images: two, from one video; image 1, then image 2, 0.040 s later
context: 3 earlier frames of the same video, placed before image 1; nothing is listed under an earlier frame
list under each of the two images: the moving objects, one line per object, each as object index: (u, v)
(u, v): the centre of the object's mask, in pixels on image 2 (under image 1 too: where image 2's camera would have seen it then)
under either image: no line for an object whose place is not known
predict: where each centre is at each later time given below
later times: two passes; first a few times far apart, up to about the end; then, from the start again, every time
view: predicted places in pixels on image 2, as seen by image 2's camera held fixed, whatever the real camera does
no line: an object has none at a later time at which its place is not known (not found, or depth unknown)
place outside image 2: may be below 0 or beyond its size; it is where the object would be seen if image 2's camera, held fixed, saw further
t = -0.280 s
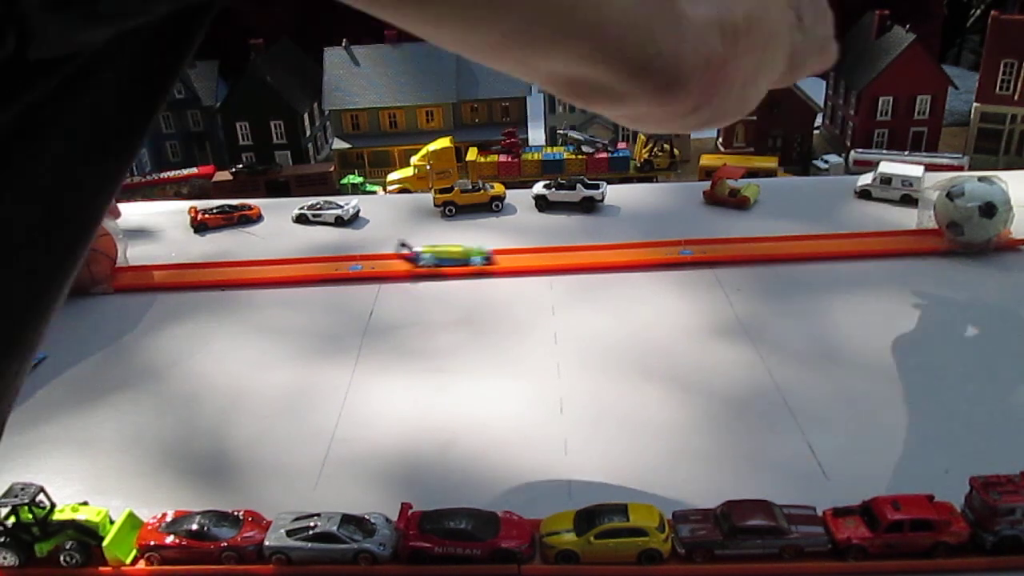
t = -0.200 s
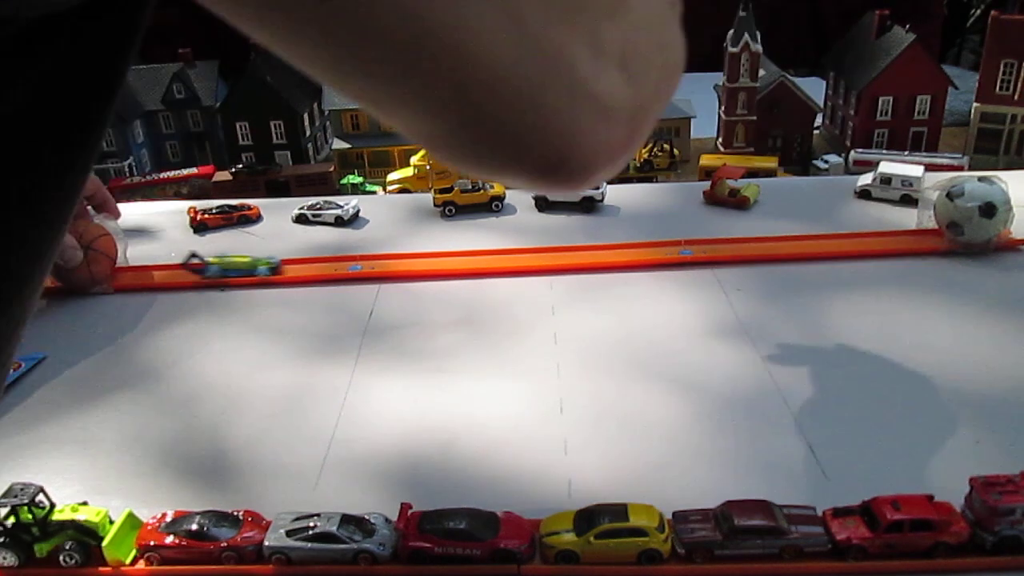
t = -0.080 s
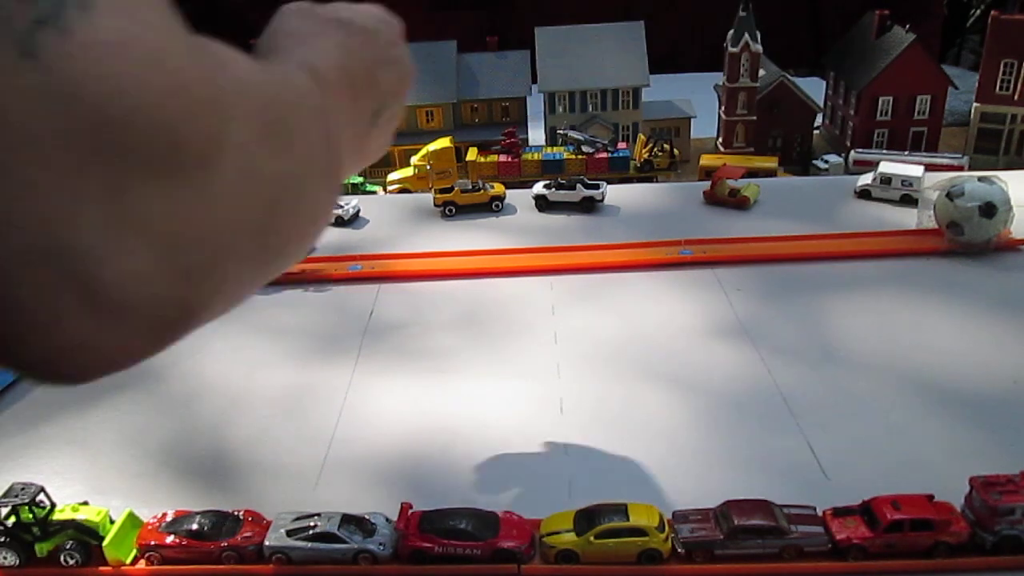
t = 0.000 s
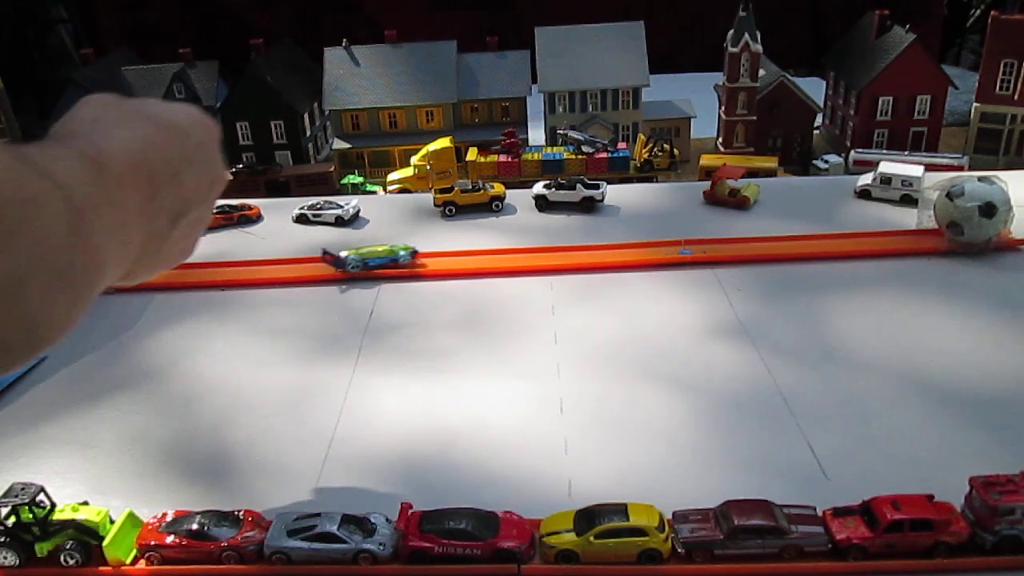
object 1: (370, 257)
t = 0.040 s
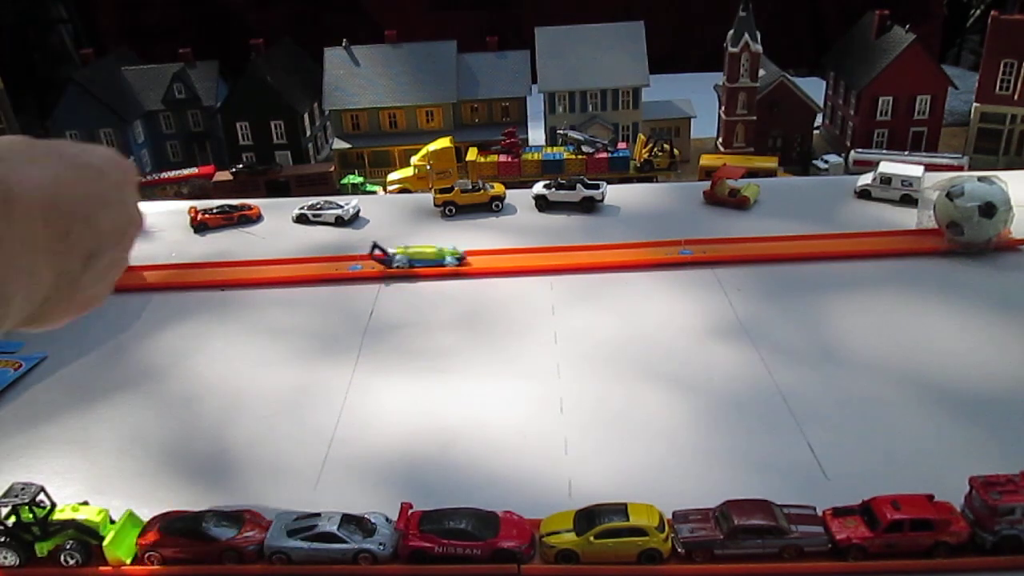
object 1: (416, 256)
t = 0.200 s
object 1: (598, 248)
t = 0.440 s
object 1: (844, 237)
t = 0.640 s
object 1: (834, 237)
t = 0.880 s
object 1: (742, 241)
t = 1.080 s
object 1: (690, 243)
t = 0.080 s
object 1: (463, 254)
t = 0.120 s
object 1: (509, 253)
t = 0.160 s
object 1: (554, 250)
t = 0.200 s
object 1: (598, 248)
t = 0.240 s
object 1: (642, 246)
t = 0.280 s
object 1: (683, 243)
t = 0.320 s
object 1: (725, 242)
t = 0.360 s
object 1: (766, 241)
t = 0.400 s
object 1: (806, 239)
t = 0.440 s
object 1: (844, 237)
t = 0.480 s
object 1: (881, 235)
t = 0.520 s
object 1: (890, 233)
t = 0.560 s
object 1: (870, 236)
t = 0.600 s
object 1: (852, 237)
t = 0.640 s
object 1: (834, 237)
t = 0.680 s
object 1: (817, 238)
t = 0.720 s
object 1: (801, 239)
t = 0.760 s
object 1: (785, 239)
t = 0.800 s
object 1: (770, 240)
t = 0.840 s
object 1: (756, 240)
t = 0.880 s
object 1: (742, 241)
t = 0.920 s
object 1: (729, 241)
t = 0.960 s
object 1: (718, 242)
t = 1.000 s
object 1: (707, 242)
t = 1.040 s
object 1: (699, 243)
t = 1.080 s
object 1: (690, 243)
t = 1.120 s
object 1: (682, 244)
